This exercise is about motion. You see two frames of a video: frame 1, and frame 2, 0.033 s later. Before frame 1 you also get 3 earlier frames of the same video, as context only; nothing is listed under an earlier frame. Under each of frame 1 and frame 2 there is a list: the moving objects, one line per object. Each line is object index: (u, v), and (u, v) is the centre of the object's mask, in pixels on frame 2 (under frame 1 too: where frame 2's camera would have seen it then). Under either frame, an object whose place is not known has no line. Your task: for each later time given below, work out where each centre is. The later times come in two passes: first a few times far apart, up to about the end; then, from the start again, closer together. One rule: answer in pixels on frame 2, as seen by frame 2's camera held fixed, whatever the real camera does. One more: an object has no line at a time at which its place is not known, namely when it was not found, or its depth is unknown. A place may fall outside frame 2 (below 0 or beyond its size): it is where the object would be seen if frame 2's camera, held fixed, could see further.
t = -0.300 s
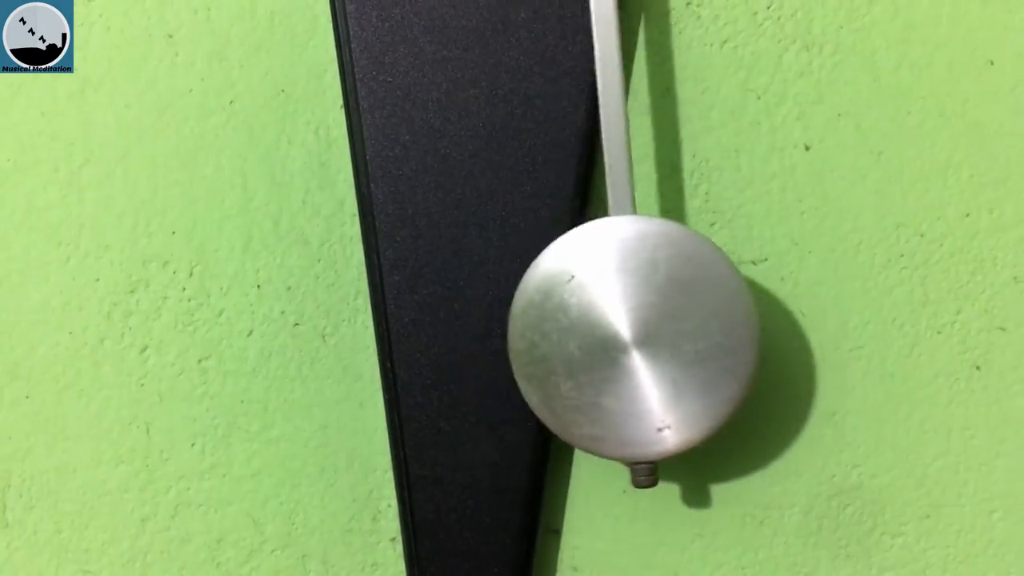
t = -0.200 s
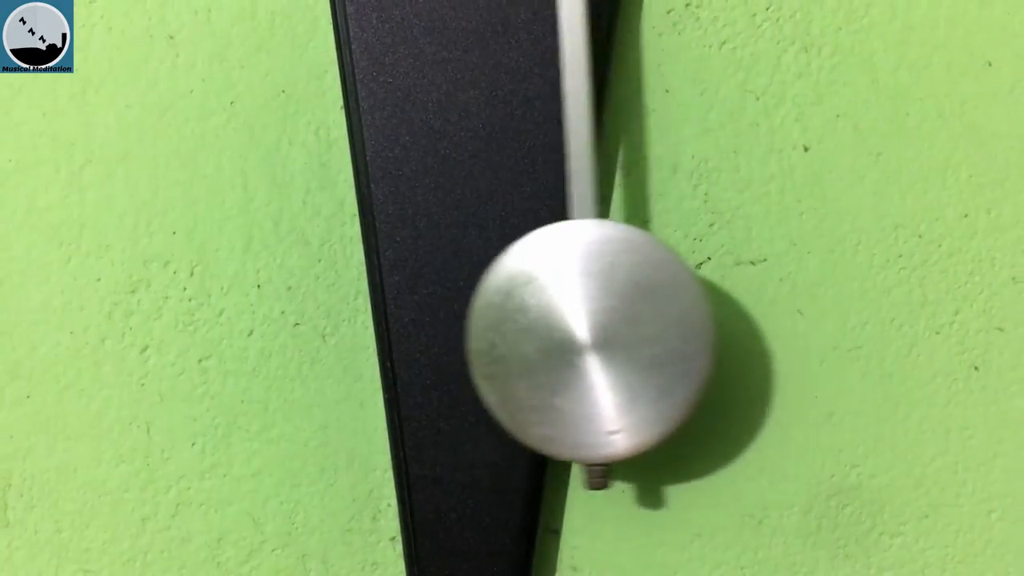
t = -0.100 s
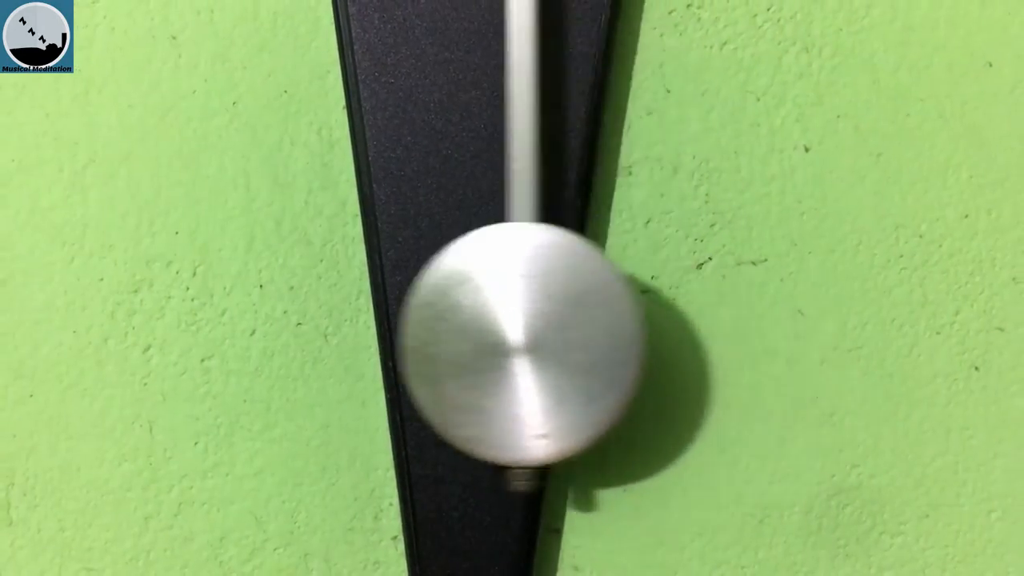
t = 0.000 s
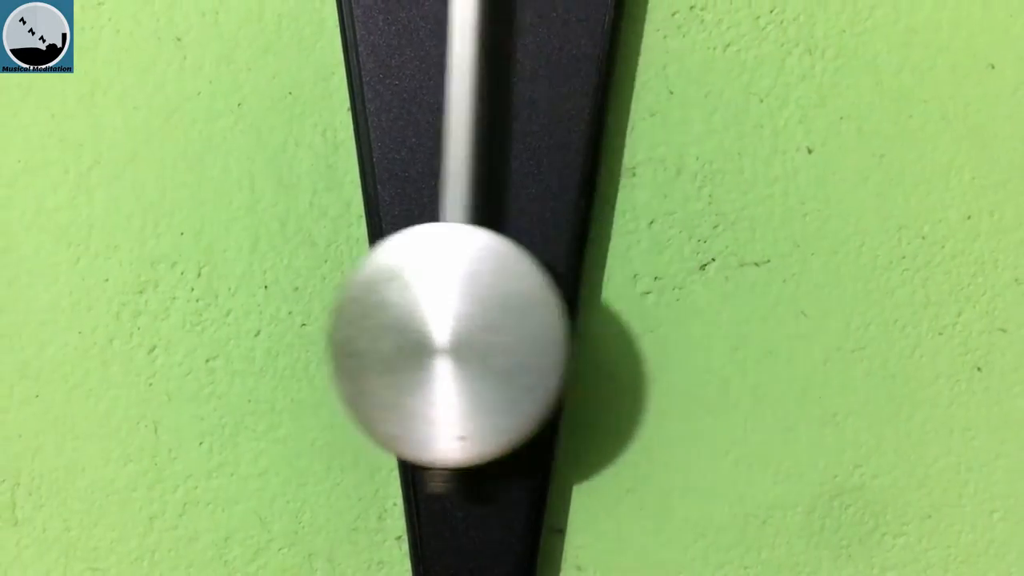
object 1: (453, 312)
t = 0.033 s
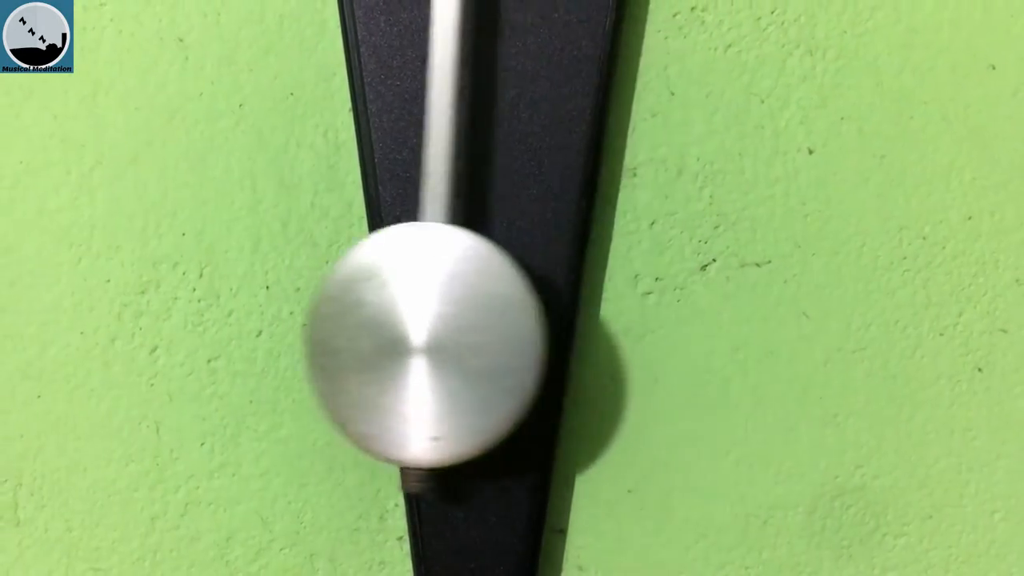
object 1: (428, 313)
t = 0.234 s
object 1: (346, 316)
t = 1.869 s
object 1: (609, 322)
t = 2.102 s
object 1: (613, 322)
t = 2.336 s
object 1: (459, 320)
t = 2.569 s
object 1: (354, 320)
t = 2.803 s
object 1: (445, 322)
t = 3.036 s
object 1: (605, 321)
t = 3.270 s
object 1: (615, 321)
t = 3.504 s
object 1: (463, 320)
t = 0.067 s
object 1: (406, 313)
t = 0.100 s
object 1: (386, 315)
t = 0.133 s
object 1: (369, 315)
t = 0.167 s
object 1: (357, 315)
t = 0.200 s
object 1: (349, 316)
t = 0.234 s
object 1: (346, 316)
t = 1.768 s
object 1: (549, 320)
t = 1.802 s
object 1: (571, 320)
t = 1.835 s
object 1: (592, 321)
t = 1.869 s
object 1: (609, 322)
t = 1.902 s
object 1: (623, 322)
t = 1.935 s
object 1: (633, 322)
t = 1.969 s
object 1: (639, 322)
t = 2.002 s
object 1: (639, 322)
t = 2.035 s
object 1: (635, 322)
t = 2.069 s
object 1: (626, 322)
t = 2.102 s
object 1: (613, 322)
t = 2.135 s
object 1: (596, 322)
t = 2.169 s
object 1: (577, 322)
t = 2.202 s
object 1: (554, 321)
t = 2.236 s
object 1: (531, 320)
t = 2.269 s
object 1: (507, 321)
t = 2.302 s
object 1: (483, 319)
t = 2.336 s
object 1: (459, 320)
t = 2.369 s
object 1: (436, 319)
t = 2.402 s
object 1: (414, 318)
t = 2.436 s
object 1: (395, 317)
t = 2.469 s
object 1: (379, 319)
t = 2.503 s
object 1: (366, 319)
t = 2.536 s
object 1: (358, 320)
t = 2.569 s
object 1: (354, 320)
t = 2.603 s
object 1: (354, 320)
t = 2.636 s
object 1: (360, 320)
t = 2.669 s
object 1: (370, 320)
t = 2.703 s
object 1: (384, 321)
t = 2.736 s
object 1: (401, 322)
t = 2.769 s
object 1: (422, 322)
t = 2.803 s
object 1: (445, 322)
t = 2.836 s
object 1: (469, 324)
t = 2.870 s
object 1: (494, 322)
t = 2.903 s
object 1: (518, 323)
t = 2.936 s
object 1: (543, 321)
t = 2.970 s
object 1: (566, 322)
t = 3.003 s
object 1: (587, 321)
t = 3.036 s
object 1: (605, 321)
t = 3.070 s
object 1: (620, 321)
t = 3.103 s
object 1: (630, 321)
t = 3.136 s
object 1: (636, 320)
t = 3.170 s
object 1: (637, 320)
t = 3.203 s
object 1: (634, 320)
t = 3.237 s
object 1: (627, 321)
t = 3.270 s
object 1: (615, 321)
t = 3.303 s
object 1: (598, 321)
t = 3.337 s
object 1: (579, 321)
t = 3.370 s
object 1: (558, 321)
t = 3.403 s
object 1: (535, 322)
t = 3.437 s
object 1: (510, 322)
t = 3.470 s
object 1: (487, 321)
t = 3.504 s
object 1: (463, 320)
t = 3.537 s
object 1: (439, 320)
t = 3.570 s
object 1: (418, 320)
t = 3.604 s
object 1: (399, 320)
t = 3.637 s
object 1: (383, 320)
